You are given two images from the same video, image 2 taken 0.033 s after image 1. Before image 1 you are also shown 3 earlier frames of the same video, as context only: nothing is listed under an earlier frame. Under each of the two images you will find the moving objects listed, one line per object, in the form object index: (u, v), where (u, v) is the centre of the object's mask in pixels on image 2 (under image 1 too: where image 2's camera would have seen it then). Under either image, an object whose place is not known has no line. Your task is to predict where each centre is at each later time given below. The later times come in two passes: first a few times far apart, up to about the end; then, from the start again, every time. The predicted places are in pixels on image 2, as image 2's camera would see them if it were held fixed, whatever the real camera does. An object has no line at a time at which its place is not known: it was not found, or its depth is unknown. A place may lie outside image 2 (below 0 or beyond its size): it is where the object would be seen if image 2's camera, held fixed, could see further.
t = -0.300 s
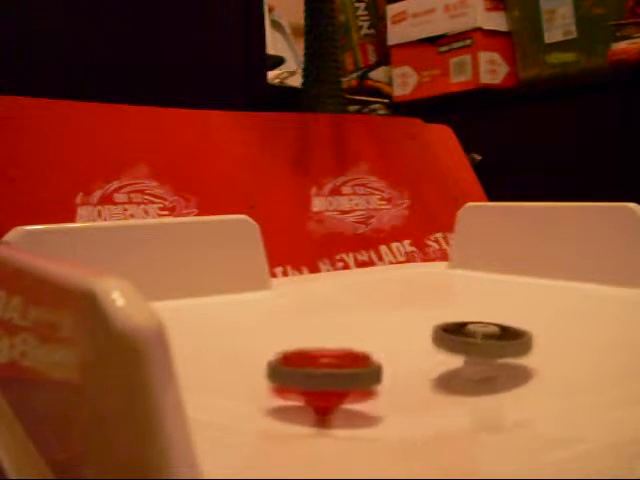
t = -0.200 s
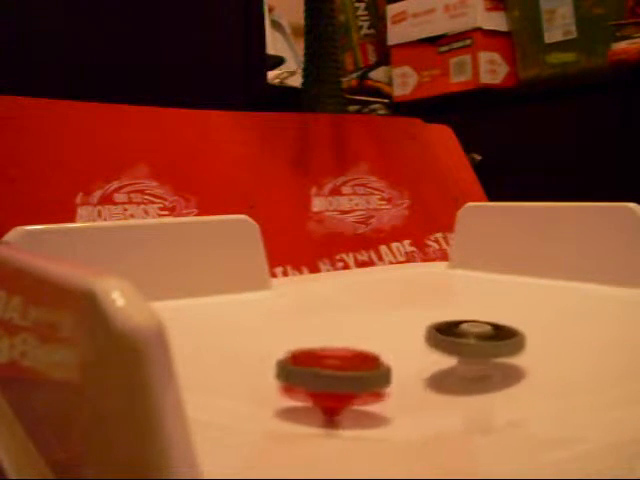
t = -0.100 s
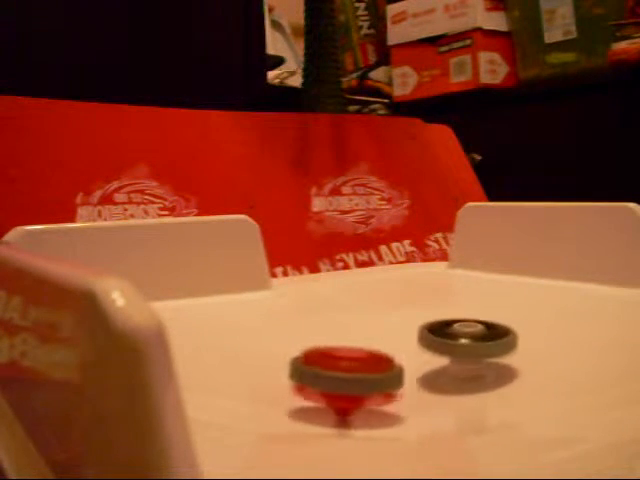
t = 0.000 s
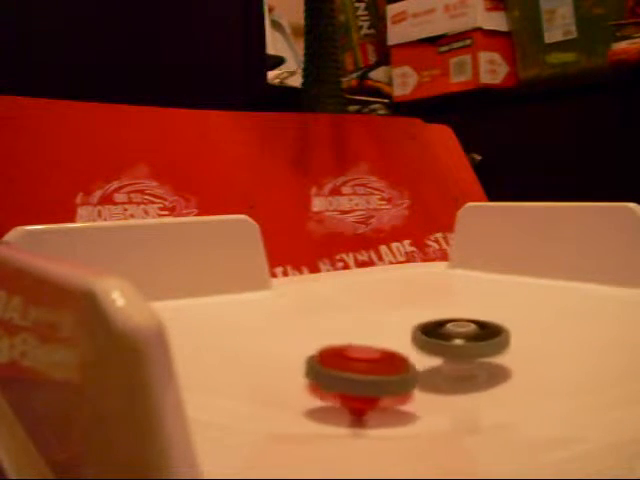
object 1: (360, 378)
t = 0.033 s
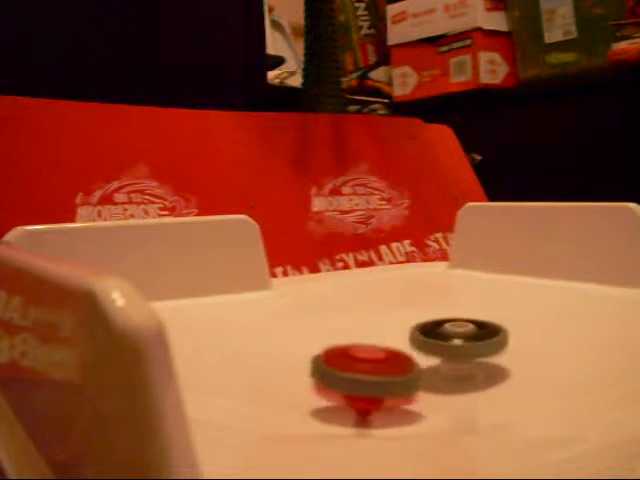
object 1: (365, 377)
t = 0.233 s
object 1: (396, 375)
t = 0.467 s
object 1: (435, 372)
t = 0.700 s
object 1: (463, 369)
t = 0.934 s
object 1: (472, 369)
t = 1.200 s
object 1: (498, 378)
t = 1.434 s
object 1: (477, 378)
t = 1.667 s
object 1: (448, 374)
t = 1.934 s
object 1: (452, 365)
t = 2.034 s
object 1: (462, 361)
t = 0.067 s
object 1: (371, 377)
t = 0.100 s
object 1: (375, 376)
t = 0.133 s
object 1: (380, 376)
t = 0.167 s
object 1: (385, 375)
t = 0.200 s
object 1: (391, 375)
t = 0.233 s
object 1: (396, 375)
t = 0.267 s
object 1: (403, 374)
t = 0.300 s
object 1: (411, 373)
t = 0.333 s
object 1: (417, 373)
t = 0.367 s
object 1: (420, 373)
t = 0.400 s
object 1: (425, 374)
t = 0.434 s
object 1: (430, 373)
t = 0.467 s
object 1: (435, 372)
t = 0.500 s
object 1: (440, 370)
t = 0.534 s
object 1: (444, 370)
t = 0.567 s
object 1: (448, 370)
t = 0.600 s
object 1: (453, 370)
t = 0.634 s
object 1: (457, 370)
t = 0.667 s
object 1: (460, 370)
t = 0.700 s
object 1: (463, 369)
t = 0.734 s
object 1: (465, 369)
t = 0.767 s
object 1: (467, 369)
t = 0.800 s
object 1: (468, 369)
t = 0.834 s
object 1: (470, 369)
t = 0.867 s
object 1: (473, 369)
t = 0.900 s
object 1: (471, 369)
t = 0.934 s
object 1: (472, 369)
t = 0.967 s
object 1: (483, 373)
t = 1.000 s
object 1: (491, 376)
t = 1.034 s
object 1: (496, 377)
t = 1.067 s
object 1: (498, 377)
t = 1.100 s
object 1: (499, 378)
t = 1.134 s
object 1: (500, 378)
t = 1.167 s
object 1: (500, 378)
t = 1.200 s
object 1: (498, 378)
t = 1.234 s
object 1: (497, 378)
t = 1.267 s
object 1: (495, 378)
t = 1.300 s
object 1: (492, 378)
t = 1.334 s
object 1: (488, 378)
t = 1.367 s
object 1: (485, 378)
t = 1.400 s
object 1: (481, 379)
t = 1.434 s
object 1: (477, 378)
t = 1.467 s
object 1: (473, 378)
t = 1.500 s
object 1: (469, 378)
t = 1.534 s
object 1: (465, 378)
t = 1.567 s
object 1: (460, 377)
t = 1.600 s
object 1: (457, 376)
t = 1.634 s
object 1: (452, 376)
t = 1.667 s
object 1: (448, 374)
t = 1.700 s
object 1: (444, 372)
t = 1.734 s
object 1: (443, 371)
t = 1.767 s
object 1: (448, 372)
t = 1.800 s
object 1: (450, 371)
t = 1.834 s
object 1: (450, 370)
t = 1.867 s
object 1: (450, 368)
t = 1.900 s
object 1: (451, 367)
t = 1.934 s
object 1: (452, 365)
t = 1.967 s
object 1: (453, 364)
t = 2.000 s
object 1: (455, 362)
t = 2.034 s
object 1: (462, 361)
